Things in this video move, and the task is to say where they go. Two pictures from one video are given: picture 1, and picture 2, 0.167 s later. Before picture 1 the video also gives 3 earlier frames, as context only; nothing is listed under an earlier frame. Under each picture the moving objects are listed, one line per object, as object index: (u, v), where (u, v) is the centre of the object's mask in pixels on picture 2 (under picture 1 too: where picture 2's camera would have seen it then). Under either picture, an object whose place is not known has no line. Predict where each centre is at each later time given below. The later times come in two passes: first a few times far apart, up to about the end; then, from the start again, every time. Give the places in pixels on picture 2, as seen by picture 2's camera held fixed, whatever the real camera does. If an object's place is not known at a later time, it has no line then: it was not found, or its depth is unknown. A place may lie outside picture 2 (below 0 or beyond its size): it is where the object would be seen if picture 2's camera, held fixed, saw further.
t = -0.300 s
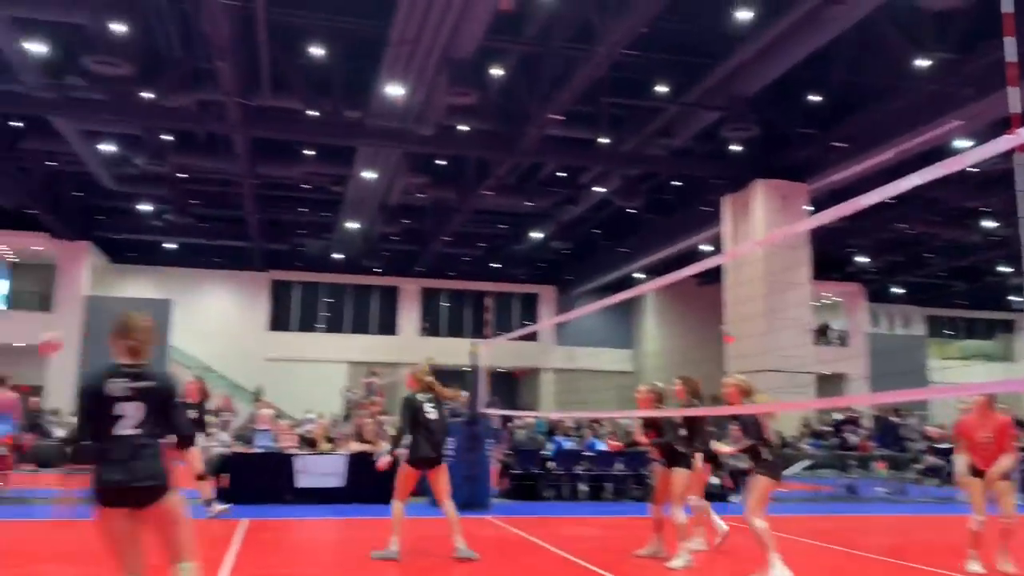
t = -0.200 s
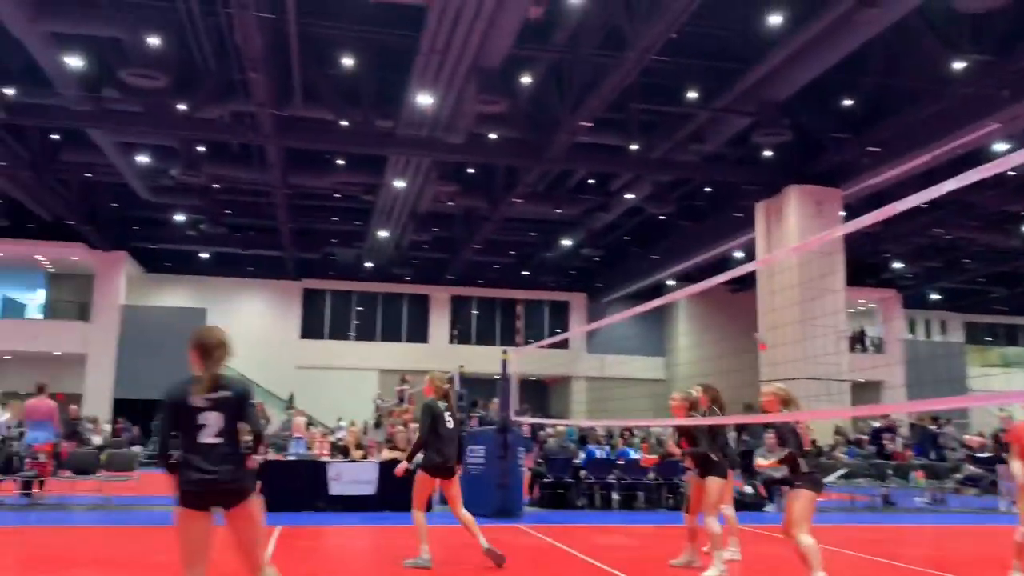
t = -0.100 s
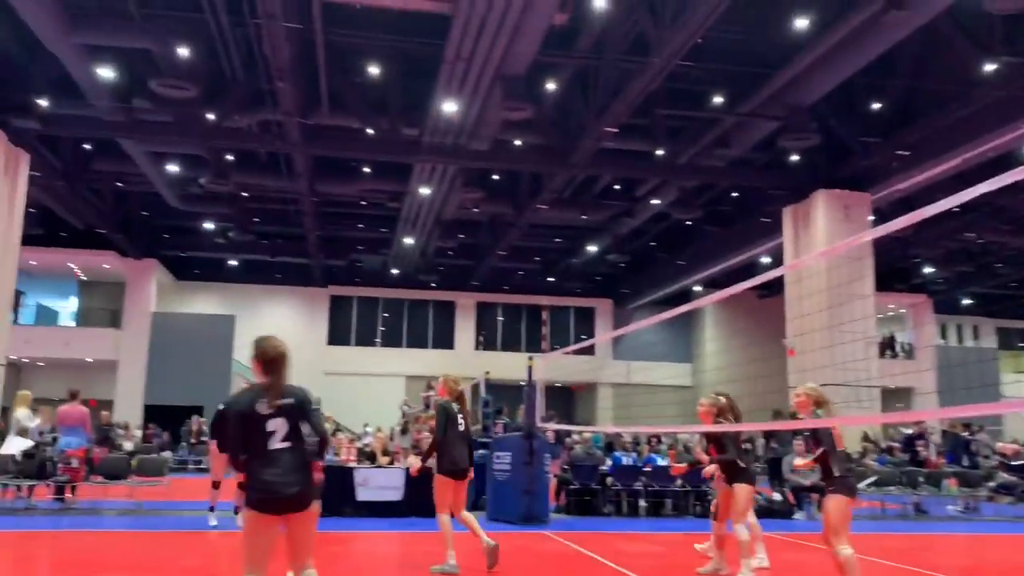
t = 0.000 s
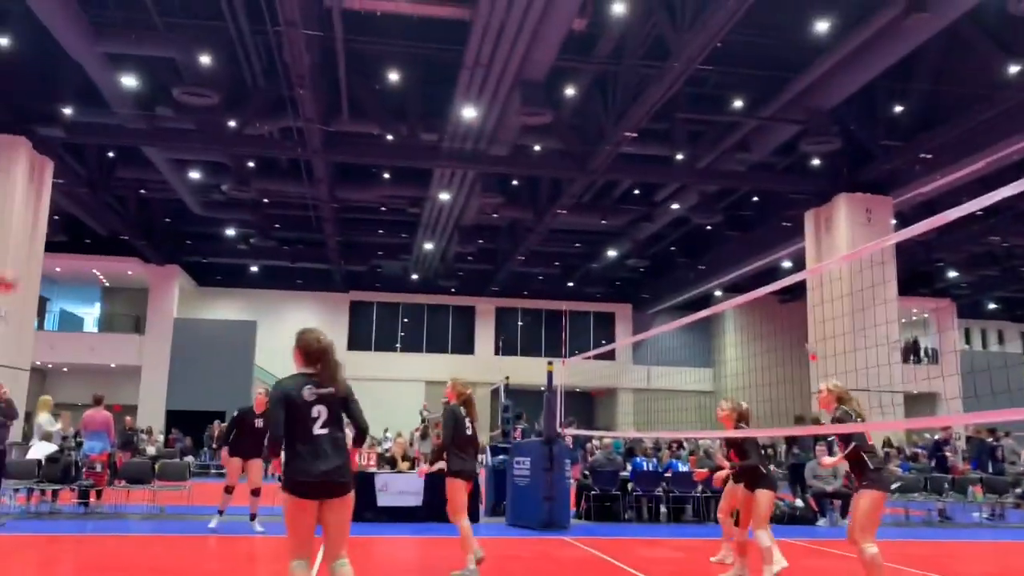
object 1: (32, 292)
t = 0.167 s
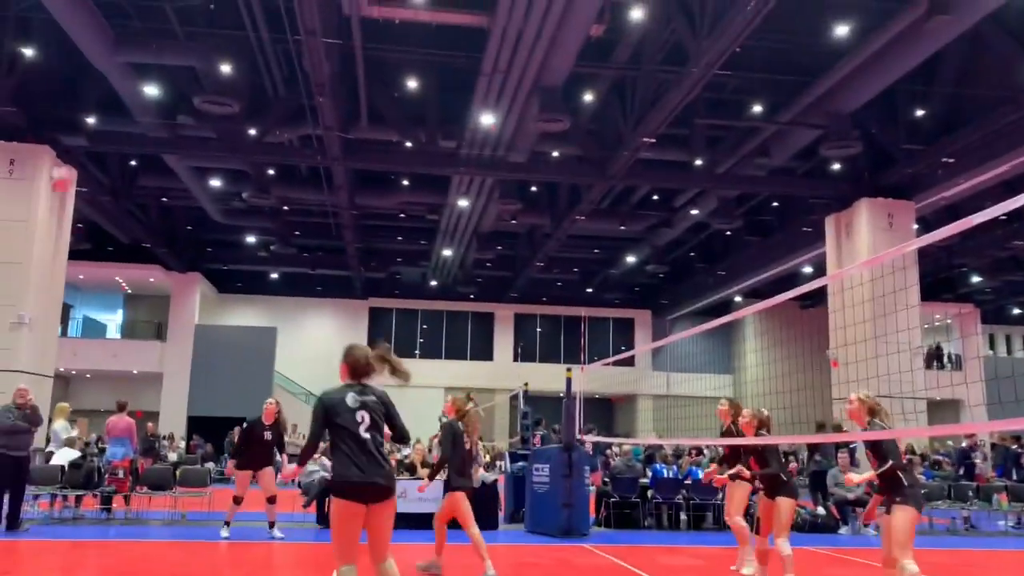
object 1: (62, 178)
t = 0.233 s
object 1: (72, 143)
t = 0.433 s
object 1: (102, 58)
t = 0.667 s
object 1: (134, 4)
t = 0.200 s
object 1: (67, 160)
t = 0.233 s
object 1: (72, 143)
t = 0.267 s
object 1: (77, 127)
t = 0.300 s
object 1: (82, 111)
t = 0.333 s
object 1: (88, 97)
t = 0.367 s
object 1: (93, 83)
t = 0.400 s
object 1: (97, 70)
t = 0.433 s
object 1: (102, 58)
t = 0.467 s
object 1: (107, 47)
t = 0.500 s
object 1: (112, 37)
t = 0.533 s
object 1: (117, 29)
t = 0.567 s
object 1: (121, 21)
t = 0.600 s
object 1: (125, 14)
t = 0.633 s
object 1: (129, 8)
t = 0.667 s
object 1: (134, 4)
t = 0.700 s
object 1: (138, 0)
